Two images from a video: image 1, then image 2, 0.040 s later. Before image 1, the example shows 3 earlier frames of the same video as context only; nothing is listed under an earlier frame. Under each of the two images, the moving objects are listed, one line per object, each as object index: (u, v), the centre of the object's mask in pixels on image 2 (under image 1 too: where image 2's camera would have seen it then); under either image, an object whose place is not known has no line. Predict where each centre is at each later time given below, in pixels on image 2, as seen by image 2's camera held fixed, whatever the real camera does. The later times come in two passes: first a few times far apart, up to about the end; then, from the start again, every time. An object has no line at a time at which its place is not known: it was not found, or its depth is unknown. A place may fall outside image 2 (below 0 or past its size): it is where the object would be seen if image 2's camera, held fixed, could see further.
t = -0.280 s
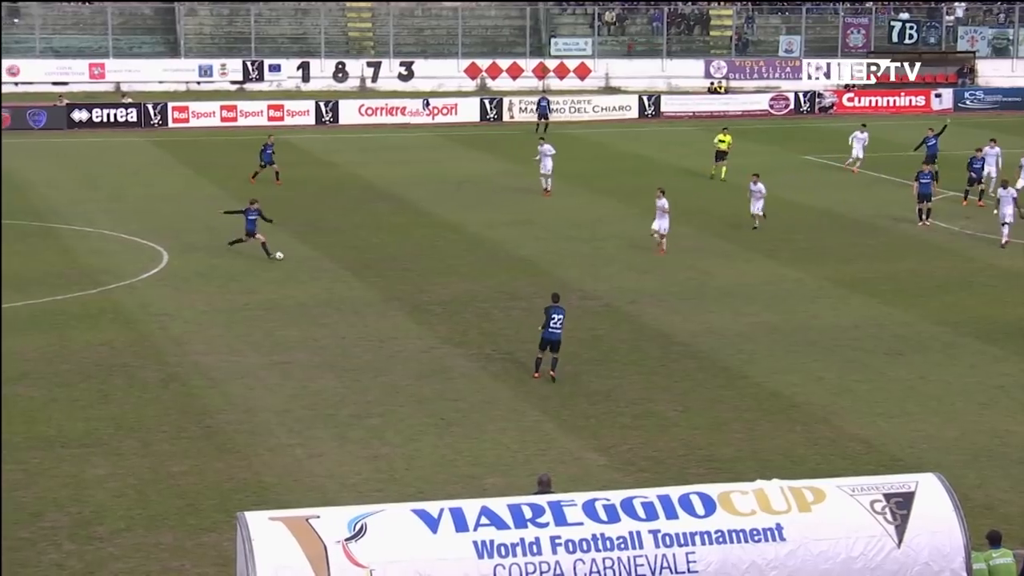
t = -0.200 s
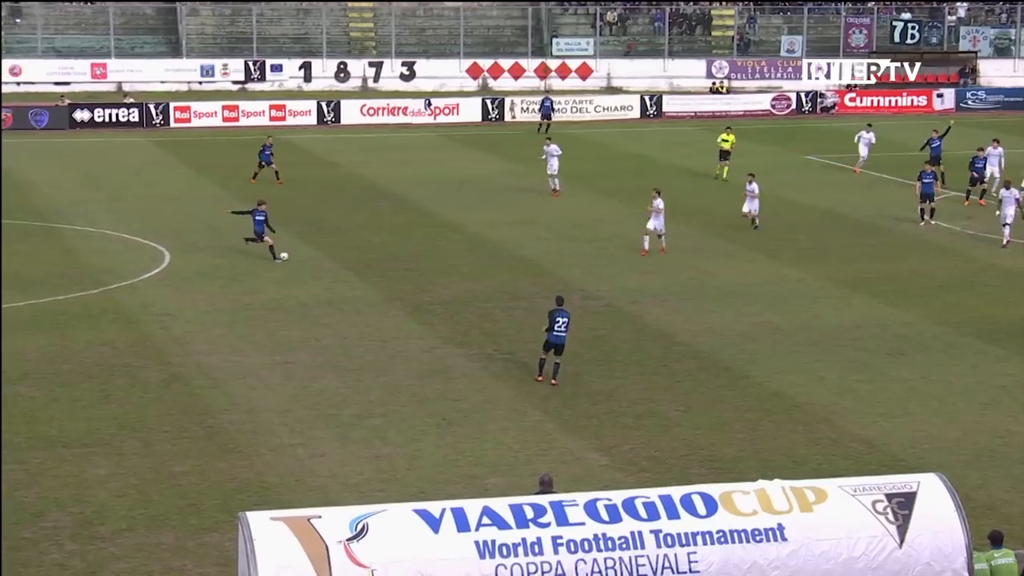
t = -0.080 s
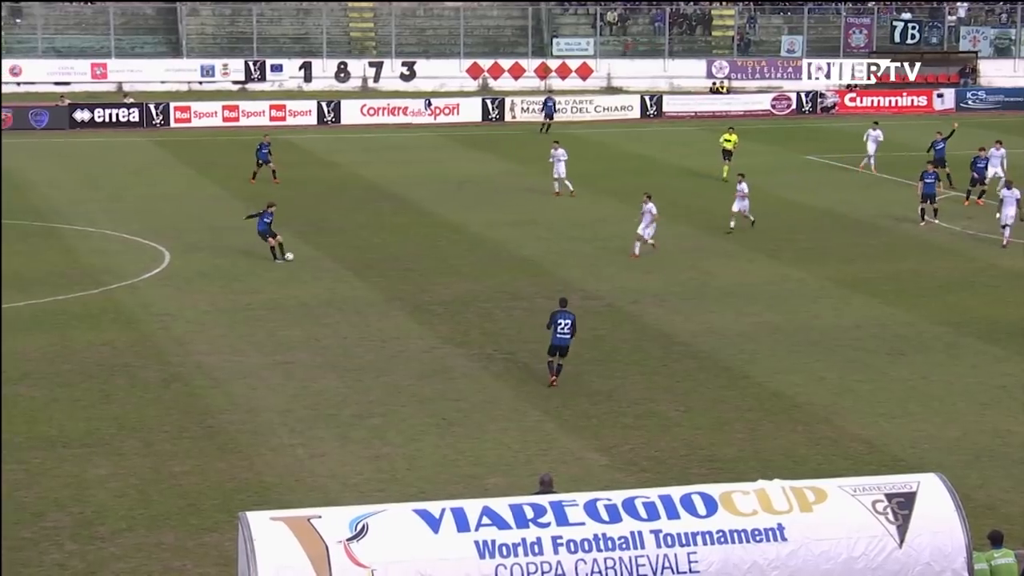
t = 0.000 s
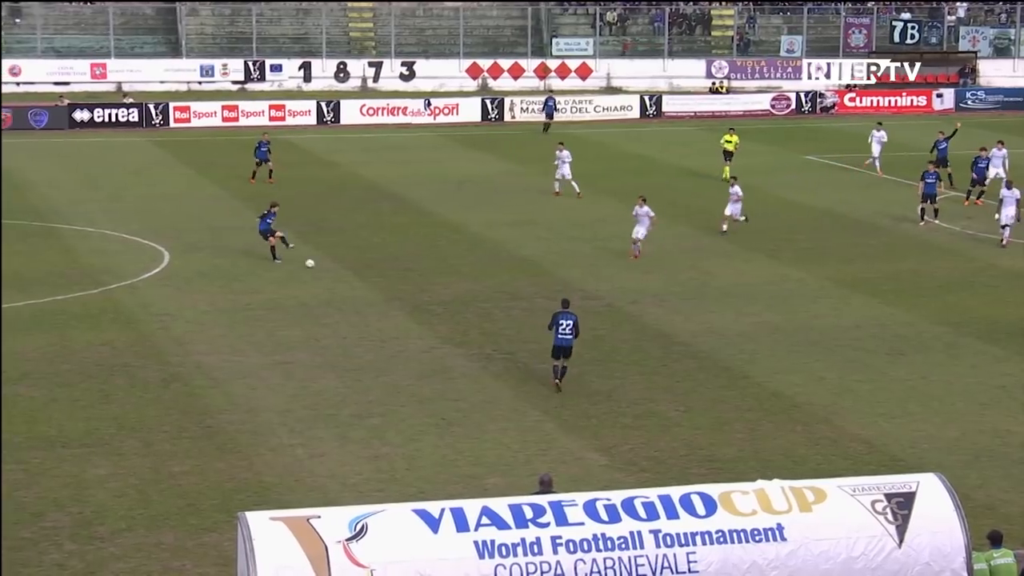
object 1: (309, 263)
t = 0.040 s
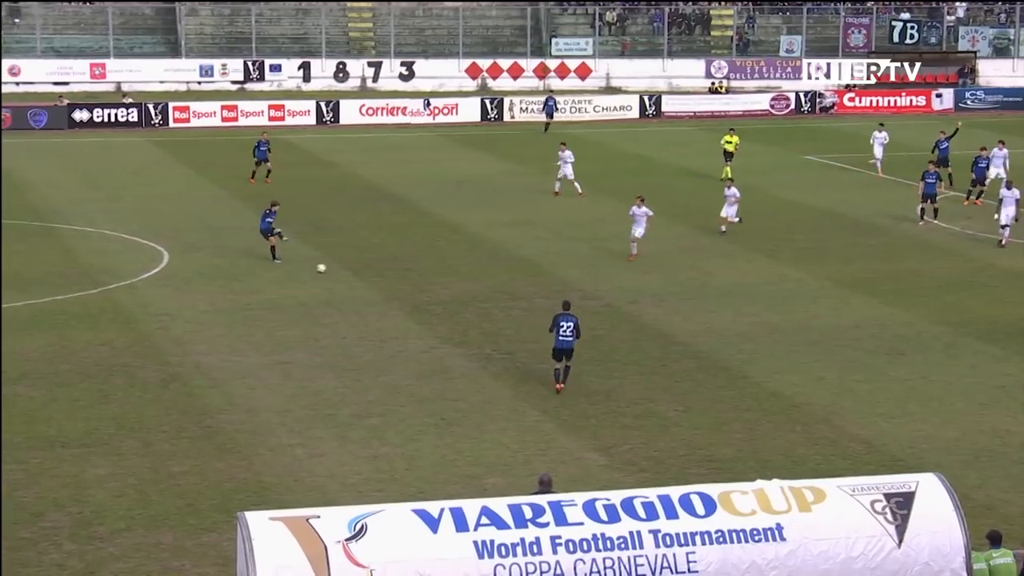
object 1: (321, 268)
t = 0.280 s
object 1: (390, 293)
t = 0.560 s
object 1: (459, 319)
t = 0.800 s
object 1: (511, 336)
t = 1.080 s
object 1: (569, 364)
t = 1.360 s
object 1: (628, 387)
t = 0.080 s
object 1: (332, 271)
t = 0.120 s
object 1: (343, 274)
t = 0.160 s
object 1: (355, 277)
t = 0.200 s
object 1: (367, 282)
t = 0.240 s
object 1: (378, 287)
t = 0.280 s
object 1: (390, 293)
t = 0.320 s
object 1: (400, 295)
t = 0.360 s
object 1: (409, 297)
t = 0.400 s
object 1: (419, 298)
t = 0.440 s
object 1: (429, 302)
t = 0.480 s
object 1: (439, 307)
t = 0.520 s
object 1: (449, 312)
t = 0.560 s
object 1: (459, 319)
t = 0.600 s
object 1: (469, 324)
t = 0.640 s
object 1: (477, 325)
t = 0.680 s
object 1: (486, 326)
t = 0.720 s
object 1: (494, 329)
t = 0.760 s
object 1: (502, 332)
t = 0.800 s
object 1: (511, 336)
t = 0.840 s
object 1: (519, 342)
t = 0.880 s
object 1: (527, 347)
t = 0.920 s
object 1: (536, 349)
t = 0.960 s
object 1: (544, 351)
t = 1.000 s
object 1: (553, 354)
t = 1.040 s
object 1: (561, 359)
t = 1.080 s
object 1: (569, 364)
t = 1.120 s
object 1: (577, 366)
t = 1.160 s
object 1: (586, 367)
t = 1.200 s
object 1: (595, 369)
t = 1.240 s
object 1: (603, 372)
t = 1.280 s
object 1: (611, 376)
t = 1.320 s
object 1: (620, 381)
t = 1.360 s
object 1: (628, 387)
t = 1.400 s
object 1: (637, 392)
